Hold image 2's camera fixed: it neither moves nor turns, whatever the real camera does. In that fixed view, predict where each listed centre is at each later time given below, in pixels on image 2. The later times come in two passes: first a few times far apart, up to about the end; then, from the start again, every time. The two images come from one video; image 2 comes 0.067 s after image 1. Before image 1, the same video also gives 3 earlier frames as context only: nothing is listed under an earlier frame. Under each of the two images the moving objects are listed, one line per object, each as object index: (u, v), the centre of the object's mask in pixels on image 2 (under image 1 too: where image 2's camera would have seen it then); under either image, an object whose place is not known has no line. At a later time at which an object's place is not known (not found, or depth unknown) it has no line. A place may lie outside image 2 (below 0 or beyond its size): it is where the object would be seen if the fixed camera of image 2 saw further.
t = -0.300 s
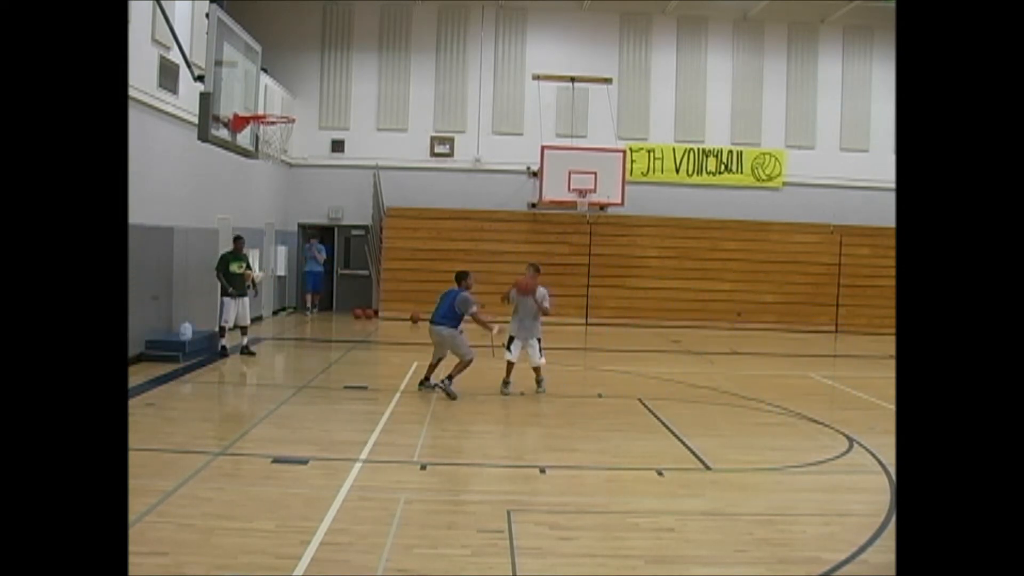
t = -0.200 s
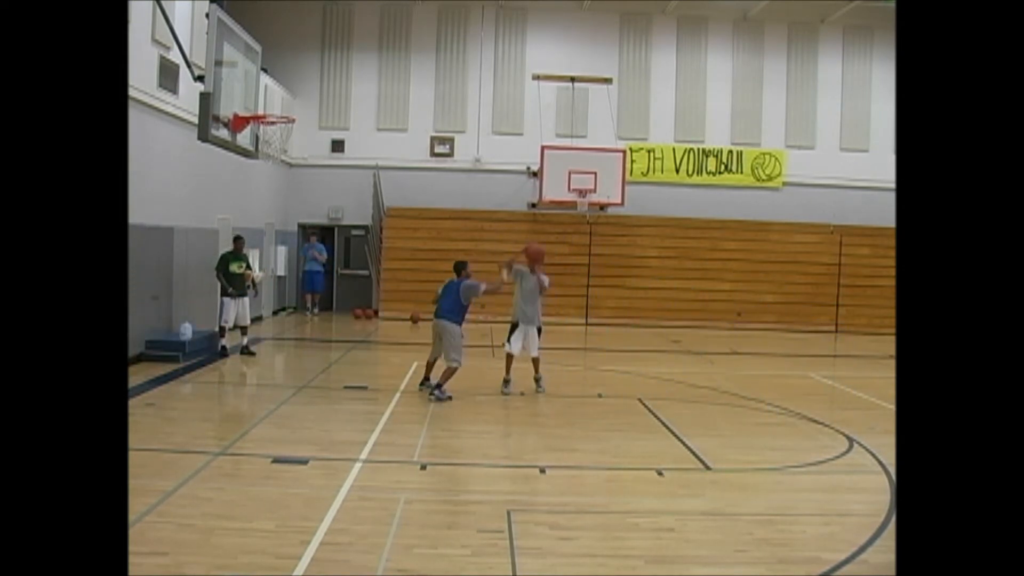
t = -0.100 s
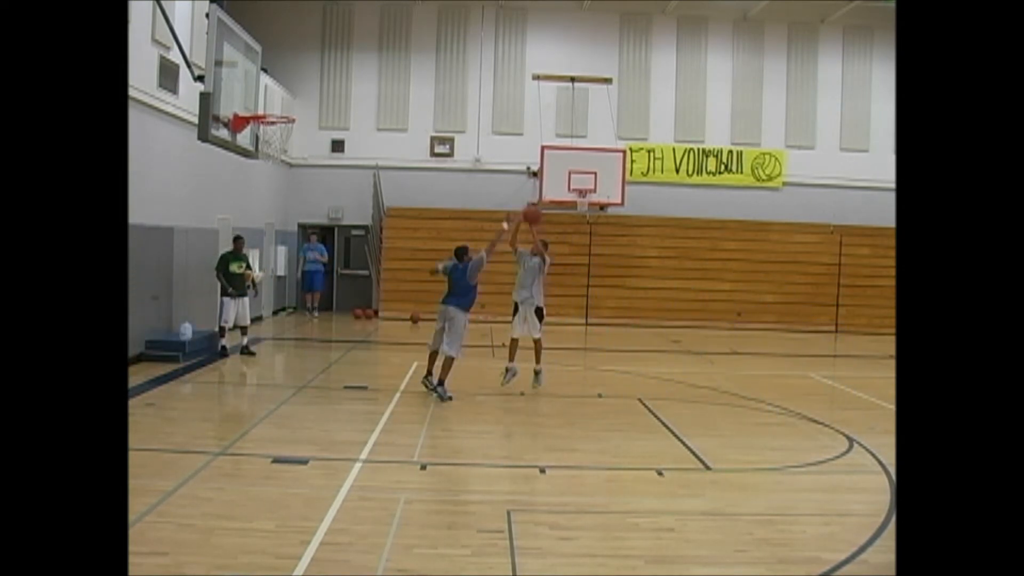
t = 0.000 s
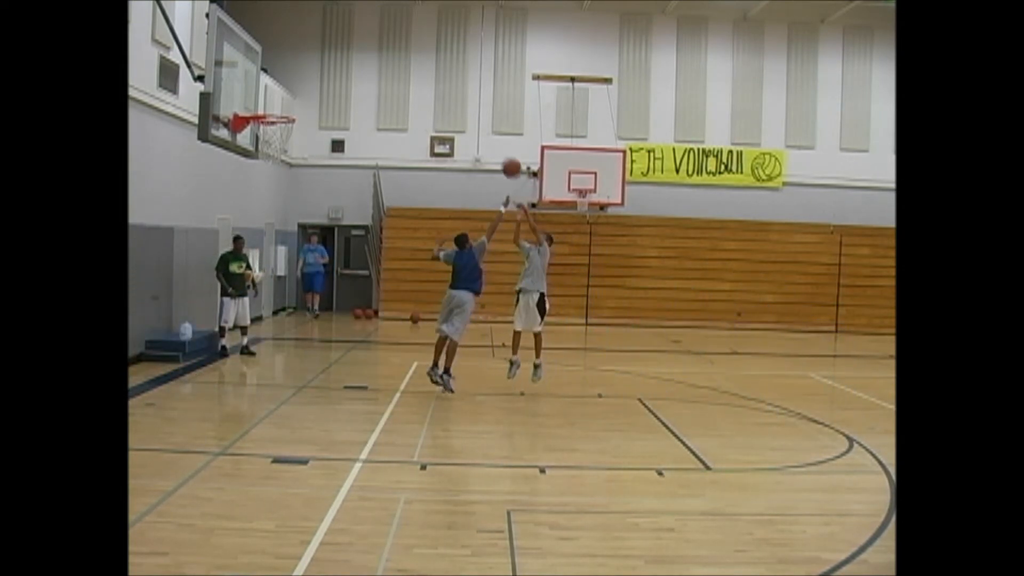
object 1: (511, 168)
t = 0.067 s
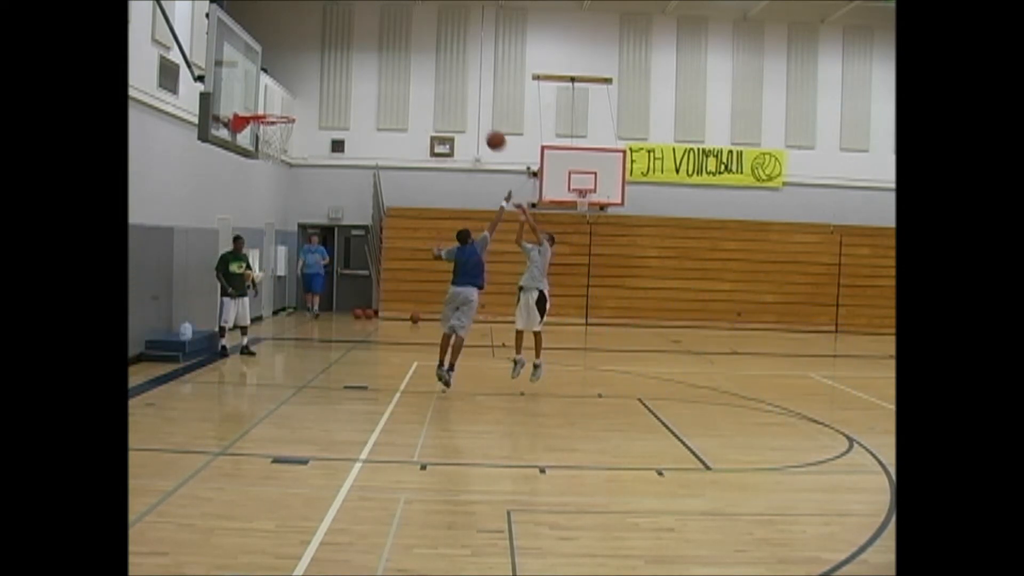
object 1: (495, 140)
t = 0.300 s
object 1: (438, 72)
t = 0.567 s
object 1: (367, 47)
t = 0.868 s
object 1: (280, 95)
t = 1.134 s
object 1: (254, 60)
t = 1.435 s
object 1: (233, 61)
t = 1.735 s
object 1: (206, 164)
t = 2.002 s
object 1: (181, 356)
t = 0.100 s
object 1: (488, 128)
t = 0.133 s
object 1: (479, 116)
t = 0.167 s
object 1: (471, 105)
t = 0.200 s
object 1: (463, 96)
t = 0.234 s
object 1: (455, 87)
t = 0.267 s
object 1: (446, 79)
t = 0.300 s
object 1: (438, 72)
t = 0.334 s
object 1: (429, 65)
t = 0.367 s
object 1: (420, 60)
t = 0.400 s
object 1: (412, 56)
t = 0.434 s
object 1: (403, 52)
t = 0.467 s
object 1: (394, 50)
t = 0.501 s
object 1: (385, 47)
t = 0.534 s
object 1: (376, 46)
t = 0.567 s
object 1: (367, 47)
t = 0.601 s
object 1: (358, 48)
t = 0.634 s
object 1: (348, 50)
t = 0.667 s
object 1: (339, 53)
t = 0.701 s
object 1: (329, 58)
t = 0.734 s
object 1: (320, 63)
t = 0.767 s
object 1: (310, 70)
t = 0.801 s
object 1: (300, 77)
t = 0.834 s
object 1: (290, 85)
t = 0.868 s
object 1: (280, 95)
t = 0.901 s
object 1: (270, 105)
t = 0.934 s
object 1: (264, 105)
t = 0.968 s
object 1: (263, 96)
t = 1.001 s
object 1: (261, 86)
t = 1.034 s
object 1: (259, 78)
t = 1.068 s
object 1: (257, 71)
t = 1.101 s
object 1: (255, 65)
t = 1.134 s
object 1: (254, 60)
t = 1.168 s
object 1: (252, 55)
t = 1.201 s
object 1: (250, 52)
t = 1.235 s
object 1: (248, 50)
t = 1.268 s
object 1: (246, 49)
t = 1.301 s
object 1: (243, 49)
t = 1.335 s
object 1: (240, 51)
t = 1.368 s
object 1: (238, 53)
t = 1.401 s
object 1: (235, 56)
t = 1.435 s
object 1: (233, 61)
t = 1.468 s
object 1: (230, 67)
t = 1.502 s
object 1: (227, 74)
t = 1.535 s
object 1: (224, 82)
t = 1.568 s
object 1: (221, 92)
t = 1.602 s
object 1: (218, 104)
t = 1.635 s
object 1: (217, 117)
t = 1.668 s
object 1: (212, 130)
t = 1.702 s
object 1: (209, 147)
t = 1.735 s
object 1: (206, 164)
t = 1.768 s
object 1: (203, 182)
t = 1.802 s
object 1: (199, 202)
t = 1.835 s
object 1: (196, 224)
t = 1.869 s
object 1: (193, 247)
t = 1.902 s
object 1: (189, 272)
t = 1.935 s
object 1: (186, 298)
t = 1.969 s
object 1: (183, 325)
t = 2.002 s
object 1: (181, 356)
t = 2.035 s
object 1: (177, 388)
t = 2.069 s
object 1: (174, 421)
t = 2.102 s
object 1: (172, 452)
